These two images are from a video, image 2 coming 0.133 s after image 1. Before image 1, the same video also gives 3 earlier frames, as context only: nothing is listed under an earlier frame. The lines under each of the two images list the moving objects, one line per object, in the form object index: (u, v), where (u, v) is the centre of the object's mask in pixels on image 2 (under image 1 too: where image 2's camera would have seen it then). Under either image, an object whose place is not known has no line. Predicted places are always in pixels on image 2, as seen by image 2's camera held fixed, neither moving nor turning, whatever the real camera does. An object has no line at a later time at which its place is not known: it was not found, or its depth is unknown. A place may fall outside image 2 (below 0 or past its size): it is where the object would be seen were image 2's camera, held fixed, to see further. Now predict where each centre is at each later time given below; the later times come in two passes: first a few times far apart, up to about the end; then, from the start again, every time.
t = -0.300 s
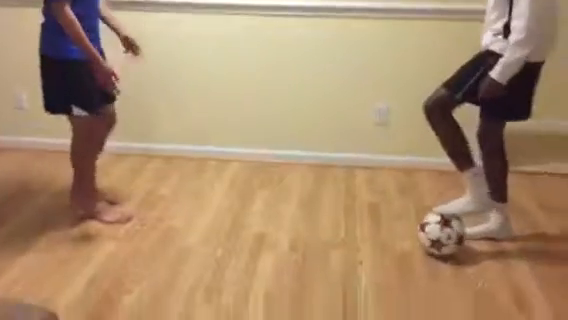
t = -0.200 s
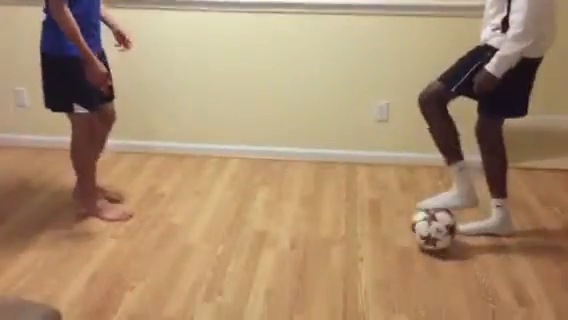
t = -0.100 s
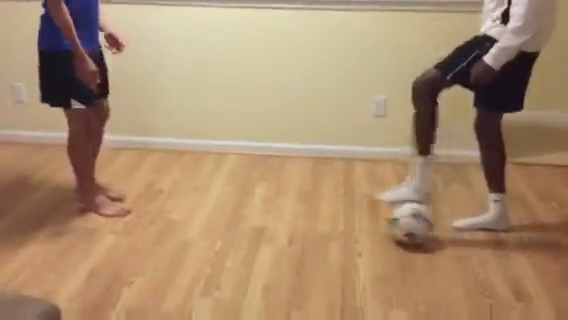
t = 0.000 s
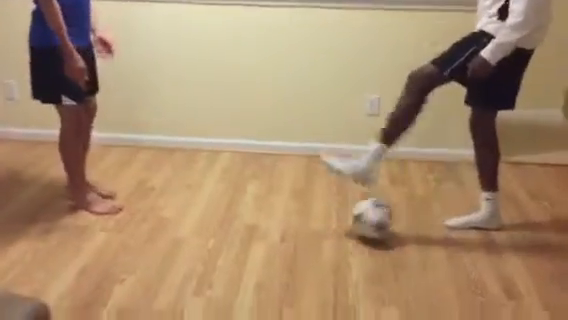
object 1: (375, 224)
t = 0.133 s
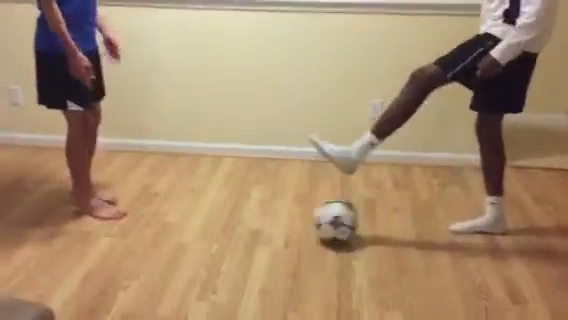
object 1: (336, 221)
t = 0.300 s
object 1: (287, 217)
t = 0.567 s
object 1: (213, 214)
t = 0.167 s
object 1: (326, 221)
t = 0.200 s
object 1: (316, 220)
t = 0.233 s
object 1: (309, 218)
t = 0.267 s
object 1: (297, 217)
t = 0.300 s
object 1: (287, 217)
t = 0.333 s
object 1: (277, 217)
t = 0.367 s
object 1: (268, 218)
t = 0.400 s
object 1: (260, 217)
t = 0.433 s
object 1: (250, 216)
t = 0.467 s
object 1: (240, 216)
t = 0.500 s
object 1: (232, 215)
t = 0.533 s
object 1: (221, 215)
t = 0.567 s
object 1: (213, 214)
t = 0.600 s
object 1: (203, 214)
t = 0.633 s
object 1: (194, 213)
